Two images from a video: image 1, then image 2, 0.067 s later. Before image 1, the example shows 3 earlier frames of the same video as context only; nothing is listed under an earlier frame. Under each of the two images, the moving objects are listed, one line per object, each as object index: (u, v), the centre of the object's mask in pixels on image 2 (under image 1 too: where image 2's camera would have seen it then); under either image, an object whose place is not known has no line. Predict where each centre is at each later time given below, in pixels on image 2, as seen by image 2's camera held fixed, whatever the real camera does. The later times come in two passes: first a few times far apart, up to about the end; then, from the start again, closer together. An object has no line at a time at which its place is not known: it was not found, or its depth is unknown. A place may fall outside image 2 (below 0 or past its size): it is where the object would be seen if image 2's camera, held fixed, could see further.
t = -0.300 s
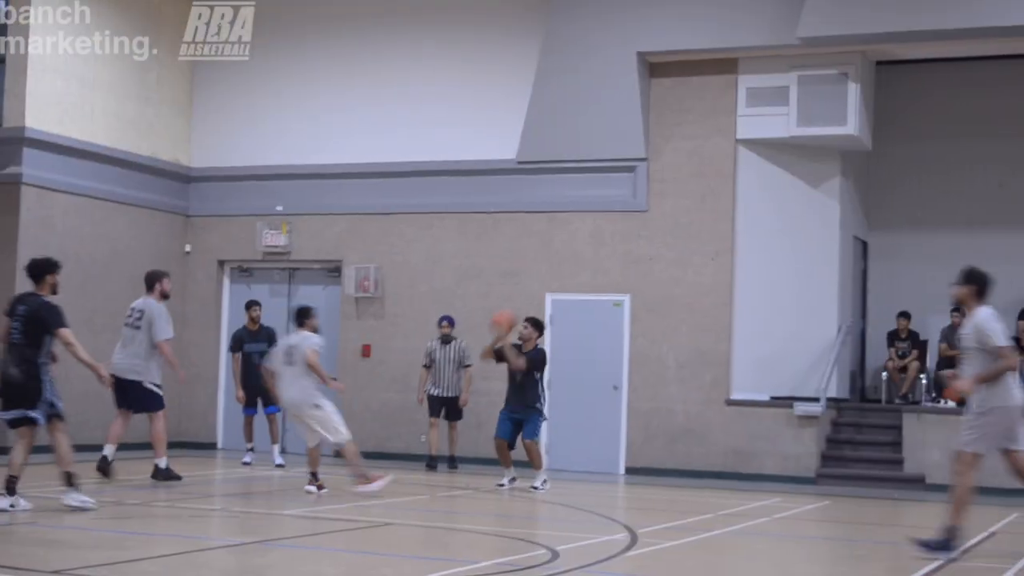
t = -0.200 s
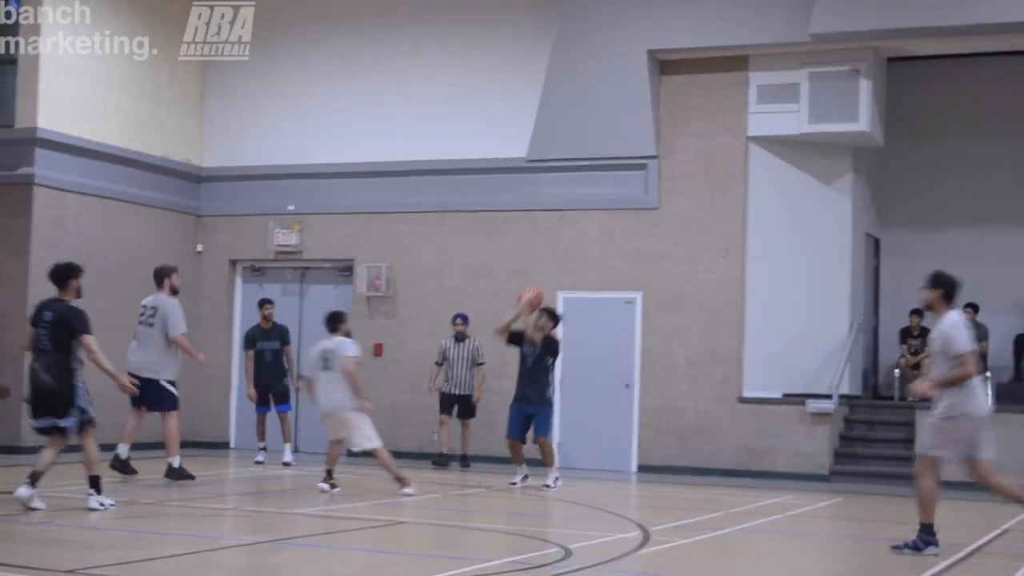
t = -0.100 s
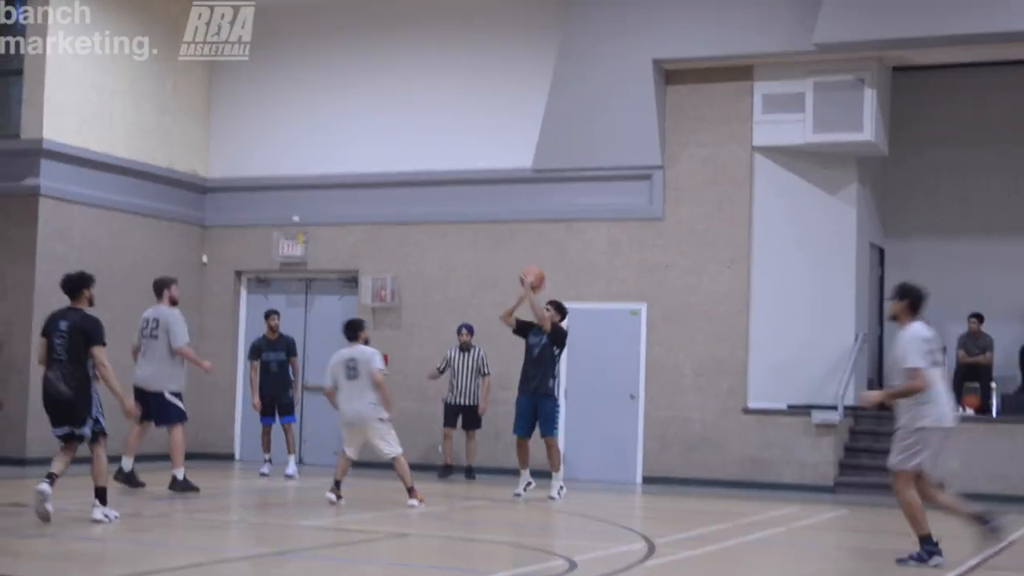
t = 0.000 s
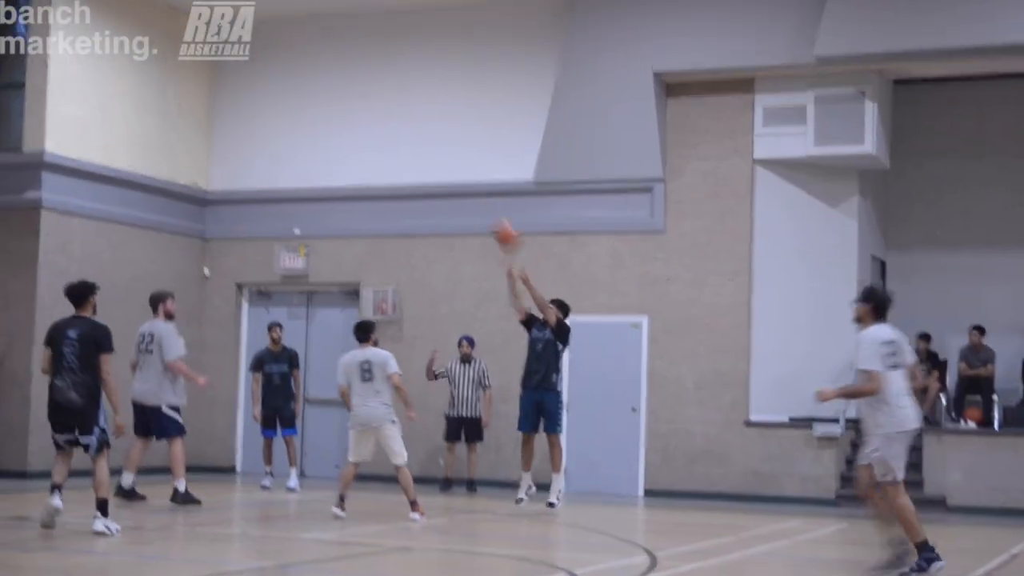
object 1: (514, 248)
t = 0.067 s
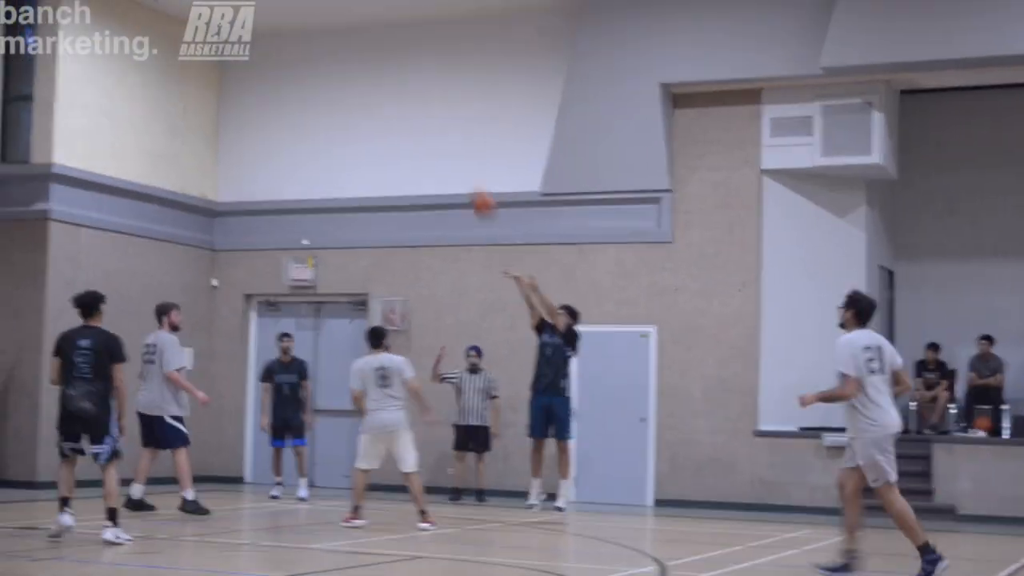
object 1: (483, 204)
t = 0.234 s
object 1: (400, 106)
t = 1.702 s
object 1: (-74, 44)
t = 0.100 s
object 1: (466, 181)
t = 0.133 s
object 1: (450, 162)
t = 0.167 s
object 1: (435, 145)
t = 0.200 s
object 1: (420, 126)
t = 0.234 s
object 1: (400, 106)
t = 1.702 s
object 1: (-74, 44)
